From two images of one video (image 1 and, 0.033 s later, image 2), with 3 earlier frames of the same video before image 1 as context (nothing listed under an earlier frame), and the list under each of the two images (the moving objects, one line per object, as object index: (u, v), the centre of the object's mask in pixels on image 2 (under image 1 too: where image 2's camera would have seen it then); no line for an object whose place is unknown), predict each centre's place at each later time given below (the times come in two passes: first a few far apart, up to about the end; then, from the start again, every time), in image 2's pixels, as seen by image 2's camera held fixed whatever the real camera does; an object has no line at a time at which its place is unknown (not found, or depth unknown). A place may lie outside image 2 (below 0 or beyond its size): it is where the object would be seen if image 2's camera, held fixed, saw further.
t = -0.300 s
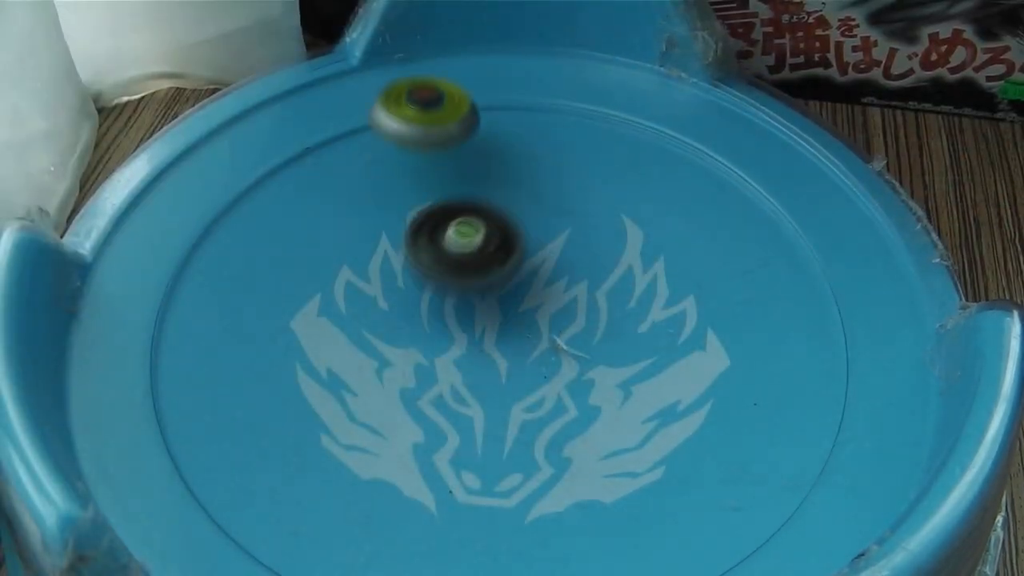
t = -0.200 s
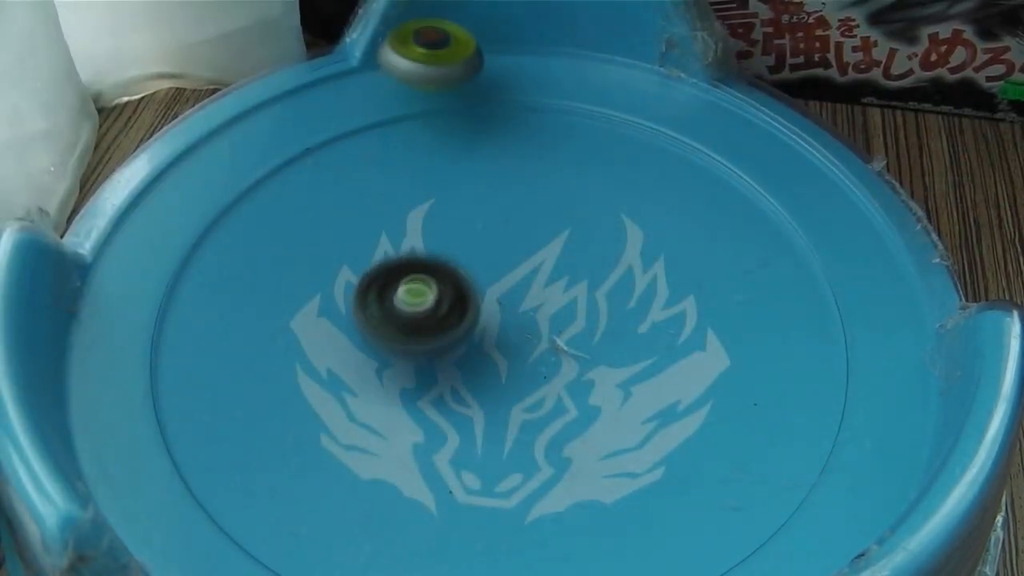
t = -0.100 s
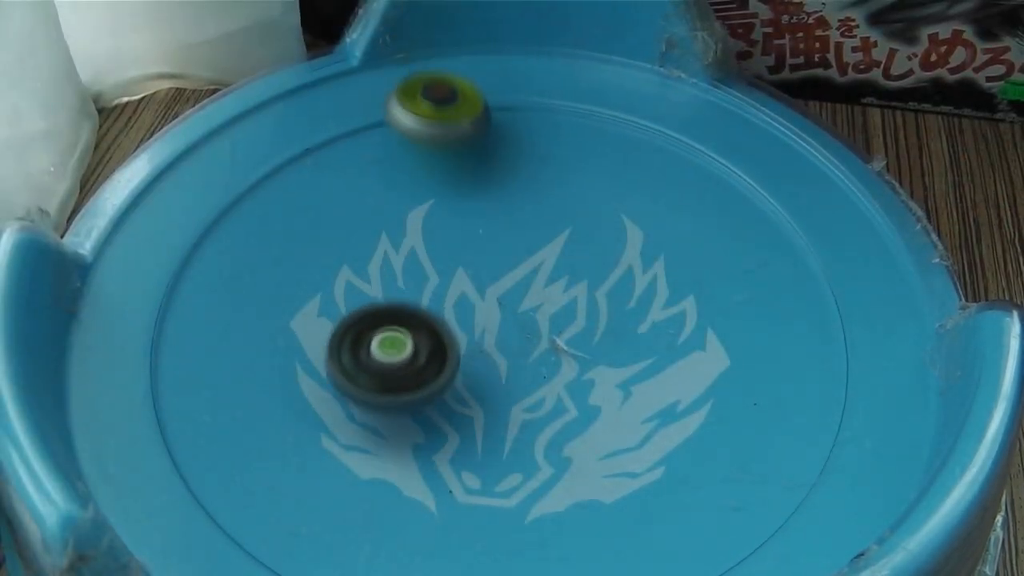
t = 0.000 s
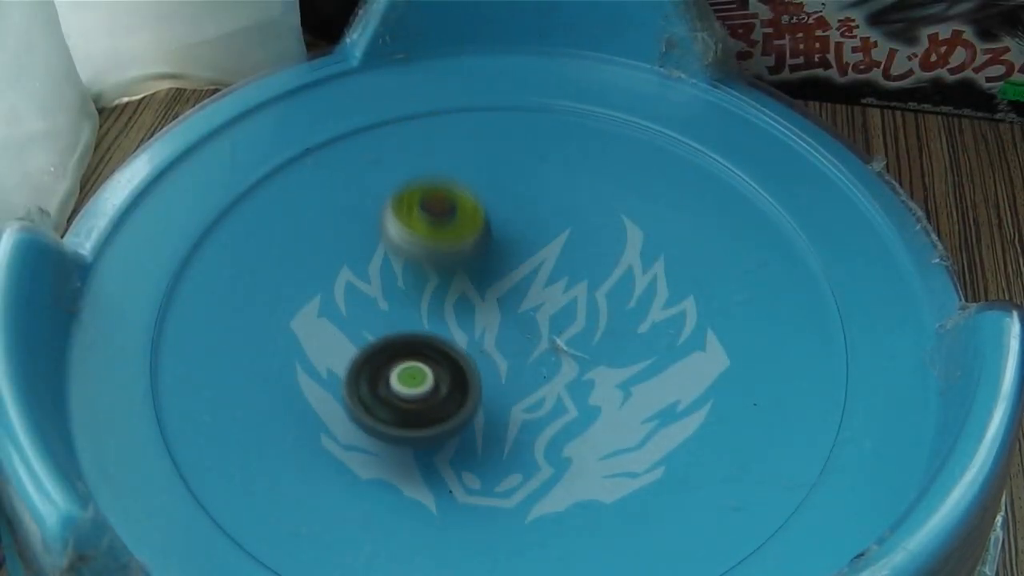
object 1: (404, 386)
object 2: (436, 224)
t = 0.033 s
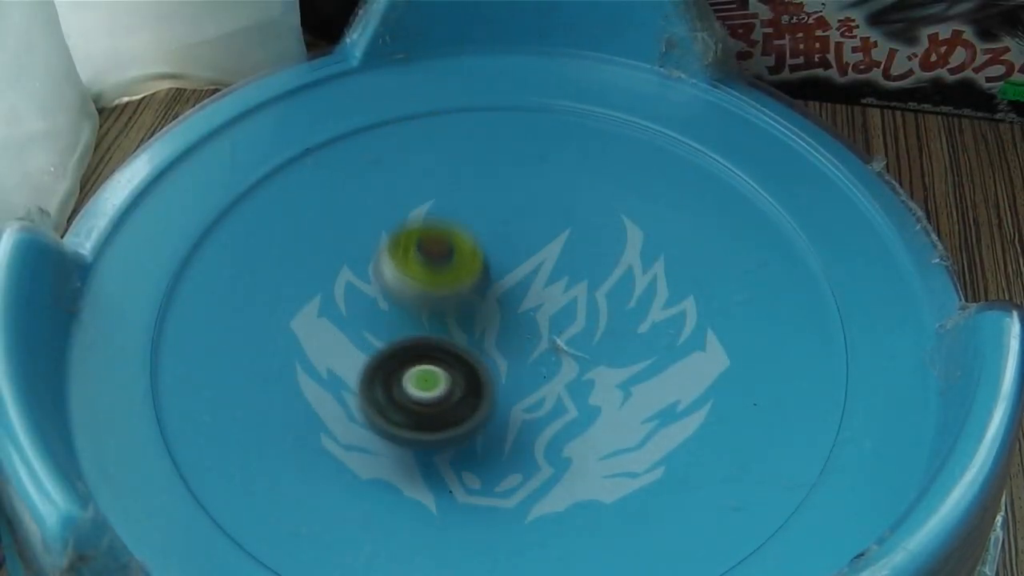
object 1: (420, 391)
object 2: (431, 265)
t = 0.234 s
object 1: (577, 557)
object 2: (428, 116)
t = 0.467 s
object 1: (736, 436)
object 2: (348, 179)
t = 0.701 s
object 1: (626, 223)
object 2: (347, 321)
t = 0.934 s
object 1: (337, 193)
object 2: (455, 326)
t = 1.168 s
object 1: (189, 411)
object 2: (530, 271)
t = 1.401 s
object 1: (469, 525)
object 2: (535, 218)
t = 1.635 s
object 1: (674, 356)
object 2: (502, 212)
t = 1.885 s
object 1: (678, 201)
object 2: (328, 235)
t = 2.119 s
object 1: (646, 199)
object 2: (165, 376)
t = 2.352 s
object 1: (465, 245)
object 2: (686, 536)
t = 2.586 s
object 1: (460, 359)
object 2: (820, 173)
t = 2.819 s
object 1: (611, 381)
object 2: (433, 216)
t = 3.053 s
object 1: (618, 297)
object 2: (181, 488)
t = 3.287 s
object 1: (498, 266)
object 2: (649, 528)
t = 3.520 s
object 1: (420, 373)
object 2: (776, 413)
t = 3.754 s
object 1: (542, 447)
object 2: (634, 277)
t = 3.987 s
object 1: (638, 350)
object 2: (268, 261)
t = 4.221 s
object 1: (513, 262)
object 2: (287, 509)
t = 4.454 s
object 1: (364, 300)
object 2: (540, 529)
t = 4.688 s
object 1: (366, 415)
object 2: (636, 296)
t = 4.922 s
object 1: (542, 416)
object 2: (356, 120)
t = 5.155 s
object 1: (563, 288)
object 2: (161, 328)
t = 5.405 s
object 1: (422, 229)
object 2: (366, 480)
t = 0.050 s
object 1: (428, 391)
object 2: (431, 289)
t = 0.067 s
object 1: (438, 422)
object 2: (431, 288)
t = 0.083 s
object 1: (446, 462)
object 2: (435, 263)
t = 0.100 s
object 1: (453, 498)
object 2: (437, 243)
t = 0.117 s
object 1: (464, 526)
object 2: (439, 223)
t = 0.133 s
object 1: (474, 524)
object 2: (440, 203)
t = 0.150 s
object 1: (491, 551)
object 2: (439, 184)
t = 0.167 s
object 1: (508, 550)
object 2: (439, 168)
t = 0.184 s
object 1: (525, 547)
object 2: (438, 155)
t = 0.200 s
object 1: (544, 547)
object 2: (435, 139)
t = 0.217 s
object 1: (560, 551)
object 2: (432, 127)
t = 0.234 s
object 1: (577, 557)
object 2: (428, 116)
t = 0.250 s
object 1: (591, 561)
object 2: (423, 108)
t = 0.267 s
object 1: (609, 554)
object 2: (417, 100)
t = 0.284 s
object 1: (627, 549)
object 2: (411, 93)
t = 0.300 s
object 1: (639, 546)
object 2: (404, 89)
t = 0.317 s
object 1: (657, 546)
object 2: (399, 90)
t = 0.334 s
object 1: (670, 535)
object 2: (393, 96)
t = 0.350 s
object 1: (689, 536)
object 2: (388, 105)
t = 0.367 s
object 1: (697, 531)
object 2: (383, 112)
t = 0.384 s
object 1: (711, 526)
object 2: (378, 122)
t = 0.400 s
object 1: (718, 511)
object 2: (372, 131)
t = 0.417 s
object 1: (724, 492)
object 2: (366, 143)
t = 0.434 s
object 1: (729, 476)
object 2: (360, 154)
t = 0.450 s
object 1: (733, 455)
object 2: (354, 165)
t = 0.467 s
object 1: (736, 436)
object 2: (348, 179)
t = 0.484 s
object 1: (740, 421)
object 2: (342, 193)
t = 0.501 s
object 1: (737, 400)
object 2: (337, 208)
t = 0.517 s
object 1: (736, 385)
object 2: (332, 221)
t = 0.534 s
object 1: (735, 367)
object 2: (328, 233)
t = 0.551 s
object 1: (727, 350)
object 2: (325, 246)
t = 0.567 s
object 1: (722, 335)
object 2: (323, 259)
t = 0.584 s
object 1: (714, 318)
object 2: (323, 271)
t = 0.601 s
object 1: (705, 304)
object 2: (323, 282)
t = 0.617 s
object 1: (695, 288)
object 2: (324, 290)
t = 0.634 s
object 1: (683, 274)
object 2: (327, 299)
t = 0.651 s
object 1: (670, 260)
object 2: (331, 306)
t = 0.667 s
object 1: (658, 247)
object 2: (335, 312)
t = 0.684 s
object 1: (643, 233)
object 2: (341, 317)
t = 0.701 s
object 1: (626, 223)
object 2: (347, 321)
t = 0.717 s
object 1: (607, 211)
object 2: (354, 323)
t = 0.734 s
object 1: (589, 201)
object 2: (360, 327)
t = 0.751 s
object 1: (570, 194)
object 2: (368, 328)
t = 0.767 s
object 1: (551, 189)
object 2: (375, 330)
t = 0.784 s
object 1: (530, 182)
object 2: (383, 331)
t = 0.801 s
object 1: (510, 179)
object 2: (391, 332)
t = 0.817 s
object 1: (489, 176)
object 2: (399, 332)
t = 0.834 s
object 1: (466, 172)
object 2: (406, 332)
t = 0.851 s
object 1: (444, 172)
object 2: (415, 333)
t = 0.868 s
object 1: (422, 173)
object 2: (422, 331)
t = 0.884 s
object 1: (400, 176)
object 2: (431, 330)
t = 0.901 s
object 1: (378, 180)
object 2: (439, 329)
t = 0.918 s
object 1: (356, 184)
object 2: (447, 328)
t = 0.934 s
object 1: (337, 193)
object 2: (455, 326)
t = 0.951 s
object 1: (317, 201)
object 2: (463, 324)
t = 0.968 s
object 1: (297, 212)
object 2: (471, 322)
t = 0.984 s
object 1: (278, 223)
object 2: (478, 320)
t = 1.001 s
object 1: (261, 236)
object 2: (484, 317)
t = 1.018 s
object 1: (244, 250)
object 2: (489, 312)
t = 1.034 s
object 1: (230, 265)
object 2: (496, 309)
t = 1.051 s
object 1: (217, 282)
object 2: (502, 305)
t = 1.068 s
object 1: (207, 298)
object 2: (507, 301)
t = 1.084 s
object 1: (193, 317)
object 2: (512, 296)
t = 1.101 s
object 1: (188, 336)
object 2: (516, 292)
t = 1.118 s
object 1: (184, 355)
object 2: (520, 287)
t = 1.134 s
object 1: (183, 374)
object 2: (524, 282)
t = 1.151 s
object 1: (185, 391)
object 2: (526, 276)
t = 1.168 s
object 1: (189, 411)
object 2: (530, 271)
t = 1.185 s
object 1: (196, 427)
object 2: (533, 267)
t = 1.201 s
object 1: (207, 445)
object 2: (536, 263)
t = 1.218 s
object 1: (220, 463)
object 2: (537, 258)
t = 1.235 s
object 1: (235, 476)
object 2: (539, 254)
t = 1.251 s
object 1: (252, 490)
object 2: (540, 250)
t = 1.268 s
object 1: (271, 500)
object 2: (541, 245)
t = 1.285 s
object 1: (292, 511)
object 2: (541, 241)
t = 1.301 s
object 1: (316, 517)
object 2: (541, 237)
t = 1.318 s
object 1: (346, 521)
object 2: (541, 234)
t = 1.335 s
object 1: (372, 525)
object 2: (540, 230)
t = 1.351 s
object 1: (397, 526)
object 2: (539, 226)
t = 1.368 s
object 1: (422, 527)
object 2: (538, 223)
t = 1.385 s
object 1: (447, 526)
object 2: (537, 221)
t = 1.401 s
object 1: (469, 525)
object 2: (535, 218)
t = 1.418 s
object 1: (493, 522)
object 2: (533, 216)
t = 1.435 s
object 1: (516, 516)
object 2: (530, 214)
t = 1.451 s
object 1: (538, 509)
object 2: (529, 212)
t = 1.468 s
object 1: (560, 499)
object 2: (526, 211)
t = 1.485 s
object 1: (583, 489)
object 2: (524, 210)
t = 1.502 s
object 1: (601, 476)
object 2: (521, 210)
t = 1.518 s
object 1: (618, 463)
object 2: (518, 209)
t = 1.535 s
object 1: (632, 448)
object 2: (517, 208)
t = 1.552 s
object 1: (645, 433)
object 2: (514, 208)
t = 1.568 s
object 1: (655, 417)
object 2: (512, 209)
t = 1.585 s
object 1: (662, 402)
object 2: (509, 209)
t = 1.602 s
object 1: (669, 386)
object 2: (507, 210)
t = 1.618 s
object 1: (672, 371)
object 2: (504, 211)
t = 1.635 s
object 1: (674, 356)
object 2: (502, 212)
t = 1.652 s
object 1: (672, 340)
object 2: (499, 214)
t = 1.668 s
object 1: (670, 326)
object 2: (496, 217)
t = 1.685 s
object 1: (666, 312)
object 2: (493, 218)
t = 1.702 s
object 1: (660, 299)
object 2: (491, 222)
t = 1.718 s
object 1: (653, 286)
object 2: (490, 223)
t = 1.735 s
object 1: (646, 274)
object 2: (488, 227)
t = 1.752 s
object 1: (636, 261)
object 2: (486, 230)
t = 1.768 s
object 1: (625, 252)
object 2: (485, 234)
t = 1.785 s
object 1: (615, 241)
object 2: (484, 238)
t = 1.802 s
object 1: (604, 230)
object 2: (483, 242)
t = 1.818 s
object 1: (616, 220)
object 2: (458, 239)
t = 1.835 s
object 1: (637, 217)
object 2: (422, 233)
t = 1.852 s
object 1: (653, 209)
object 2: (389, 233)
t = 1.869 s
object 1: (667, 204)
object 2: (358, 236)
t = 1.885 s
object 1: (678, 201)
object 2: (328, 235)
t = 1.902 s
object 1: (688, 199)
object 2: (301, 240)
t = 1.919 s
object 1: (693, 194)
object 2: (275, 239)
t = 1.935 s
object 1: (700, 195)
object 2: (251, 244)
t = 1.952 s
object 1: (704, 193)
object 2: (230, 250)
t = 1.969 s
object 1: (706, 193)
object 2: (211, 258)
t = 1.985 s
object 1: (706, 193)
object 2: (194, 267)
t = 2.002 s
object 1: (705, 193)
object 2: (179, 281)
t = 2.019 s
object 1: (701, 192)
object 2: (168, 291)
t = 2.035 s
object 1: (696, 193)
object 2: (159, 302)
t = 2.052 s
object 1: (689, 193)
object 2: (152, 315)
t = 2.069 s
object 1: (681, 194)
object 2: (149, 329)
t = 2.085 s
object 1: (671, 195)
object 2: (151, 341)
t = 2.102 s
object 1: (659, 198)
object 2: (157, 358)
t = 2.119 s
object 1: (646, 199)
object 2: (165, 376)
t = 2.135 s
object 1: (633, 200)
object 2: (178, 397)
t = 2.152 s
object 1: (617, 200)
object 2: (195, 421)
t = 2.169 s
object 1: (602, 205)
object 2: (216, 438)
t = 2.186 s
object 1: (587, 207)
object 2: (241, 459)
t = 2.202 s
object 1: (572, 208)
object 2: (270, 480)
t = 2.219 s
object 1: (558, 212)
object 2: (304, 501)
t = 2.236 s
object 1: (543, 214)
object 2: (340, 516)
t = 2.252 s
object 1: (529, 217)
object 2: (384, 528)
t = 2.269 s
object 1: (517, 220)
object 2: (430, 536)
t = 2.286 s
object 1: (505, 224)
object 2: (480, 542)
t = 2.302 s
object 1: (493, 227)
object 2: (530, 546)
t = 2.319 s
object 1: (482, 232)
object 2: (584, 548)
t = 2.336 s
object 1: (472, 237)
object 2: (642, 548)
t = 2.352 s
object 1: (465, 245)
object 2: (686, 536)
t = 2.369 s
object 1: (456, 250)
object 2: (722, 521)
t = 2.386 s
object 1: (449, 257)
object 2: (755, 503)
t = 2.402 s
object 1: (444, 265)
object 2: (786, 481)
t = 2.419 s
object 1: (439, 273)
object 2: (818, 446)
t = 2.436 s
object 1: (437, 281)
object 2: (847, 421)
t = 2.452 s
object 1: (435, 290)
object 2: (874, 391)
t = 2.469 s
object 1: (434, 299)
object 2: (880, 356)
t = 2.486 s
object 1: (434, 309)
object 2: (876, 325)
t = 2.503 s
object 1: (435, 317)
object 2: (870, 299)
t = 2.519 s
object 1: (437, 327)
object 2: (860, 272)
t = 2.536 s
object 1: (441, 335)
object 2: (852, 242)
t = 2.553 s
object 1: (447, 344)
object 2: (843, 218)
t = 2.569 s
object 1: (453, 351)
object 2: (834, 198)
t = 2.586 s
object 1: (460, 359)
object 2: (820, 173)
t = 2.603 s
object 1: (468, 366)
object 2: (803, 153)
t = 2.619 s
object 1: (477, 373)
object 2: (786, 130)
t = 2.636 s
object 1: (487, 378)
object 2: (768, 113)
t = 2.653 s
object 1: (498, 382)
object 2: (746, 96)
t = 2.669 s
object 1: (509, 386)
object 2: (723, 81)
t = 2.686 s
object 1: (521, 389)
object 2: (698, 81)
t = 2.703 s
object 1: (531, 391)
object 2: (670, 90)
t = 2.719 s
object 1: (543, 392)
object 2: (639, 103)
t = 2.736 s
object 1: (559, 392)
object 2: (608, 122)
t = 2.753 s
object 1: (569, 391)
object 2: (577, 150)
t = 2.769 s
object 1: (581, 389)
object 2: (544, 167)
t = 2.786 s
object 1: (593, 388)
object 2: (508, 178)
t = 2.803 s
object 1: (602, 384)
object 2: (471, 191)
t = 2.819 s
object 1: (611, 381)
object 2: (433, 216)
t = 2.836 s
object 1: (619, 376)
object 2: (396, 235)
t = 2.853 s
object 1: (626, 372)
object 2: (364, 248)
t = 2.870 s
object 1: (630, 365)
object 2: (330, 269)
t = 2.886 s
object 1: (634, 362)
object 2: (297, 293)
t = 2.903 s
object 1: (634, 356)
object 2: (270, 307)
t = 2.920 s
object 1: (634, 350)
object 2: (244, 325)
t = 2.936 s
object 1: (633, 344)
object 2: (214, 352)
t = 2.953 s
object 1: (634, 338)
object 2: (193, 373)
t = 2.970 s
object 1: (632, 330)
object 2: (173, 391)
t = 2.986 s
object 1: (631, 323)
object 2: (155, 418)
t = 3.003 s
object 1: (628, 317)
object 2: (150, 432)
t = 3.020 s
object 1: (625, 310)
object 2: (148, 448)
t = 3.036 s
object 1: (622, 303)
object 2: (159, 462)
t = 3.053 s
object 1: (618, 297)
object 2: (181, 488)
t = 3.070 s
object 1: (613, 290)
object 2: (205, 506)
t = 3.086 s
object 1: (607, 284)
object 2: (228, 512)
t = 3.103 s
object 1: (600, 279)
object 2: (253, 520)
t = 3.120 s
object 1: (594, 274)
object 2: (282, 531)
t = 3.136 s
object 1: (587, 269)
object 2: (320, 536)
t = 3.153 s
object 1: (578, 266)
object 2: (358, 539)
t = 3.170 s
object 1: (569, 263)
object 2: (396, 541)
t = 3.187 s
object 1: (559, 261)
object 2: (435, 541)
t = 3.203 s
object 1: (549, 259)
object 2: (473, 541)
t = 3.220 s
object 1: (539, 258)
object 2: (512, 540)
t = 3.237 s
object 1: (528, 259)
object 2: (549, 538)
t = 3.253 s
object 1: (517, 260)
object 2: (584, 536)
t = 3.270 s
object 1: (507, 263)
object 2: (619, 532)
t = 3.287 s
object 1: (498, 266)
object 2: (649, 528)
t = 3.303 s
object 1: (485, 269)
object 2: (675, 522)
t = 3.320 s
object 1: (478, 274)
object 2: (698, 515)
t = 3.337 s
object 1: (468, 281)
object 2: (719, 505)
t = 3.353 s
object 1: (458, 287)
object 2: (734, 495)
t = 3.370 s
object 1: (450, 293)
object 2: (747, 485)
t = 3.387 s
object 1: (442, 301)
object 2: (757, 475)
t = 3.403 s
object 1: (436, 309)
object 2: (765, 466)
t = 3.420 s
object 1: (430, 318)
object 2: (770, 457)
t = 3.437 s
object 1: (425, 327)
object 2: (774, 449)
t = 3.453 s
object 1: (421, 336)
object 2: (777, 442)
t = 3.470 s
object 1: (419, 345)
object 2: (778, 435)
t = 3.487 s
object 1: (418, 355)
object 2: (778, 428)
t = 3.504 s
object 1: (418, 363)
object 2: (778, 421)
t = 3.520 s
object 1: (420, 373)
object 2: (776, 413)
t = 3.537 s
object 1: (421, 381)
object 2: (775, 406)
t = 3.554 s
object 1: (425, 389)
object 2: (773, 398)
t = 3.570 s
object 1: (430, 398)
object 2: (769, 389)
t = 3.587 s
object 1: (435, 405)
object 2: (762, 379)
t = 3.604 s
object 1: (442, 414)
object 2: (756, 371)
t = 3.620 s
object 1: (450, 421)
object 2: (748, 361)
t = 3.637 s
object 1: (459, 426)
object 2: (739, 351)
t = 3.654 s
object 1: (469, 432)
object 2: (727, 339)
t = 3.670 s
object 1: (480, 436)
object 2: (714, 327)
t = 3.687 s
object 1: (491, 440)
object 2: (701, 316)
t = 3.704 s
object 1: (503, 443)
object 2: (685, 304)
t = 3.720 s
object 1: (516, 447)
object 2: (670, 295)
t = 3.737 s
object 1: (528, 446)
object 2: (651, 285)
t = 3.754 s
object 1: (542, 447)
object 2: (634, 277)
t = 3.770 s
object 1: (555, 446)
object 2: (612, 266)
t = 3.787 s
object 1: (568, 443)
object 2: (589, 258)
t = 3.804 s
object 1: (578, 439)
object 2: (565, 251)
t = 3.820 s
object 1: (590, 433)
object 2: (540, 245)
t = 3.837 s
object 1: (601, 428)
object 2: (513, 241)
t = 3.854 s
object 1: (612, 423)
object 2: (484, 236)
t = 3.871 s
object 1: (619, 414)
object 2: (458, 235)
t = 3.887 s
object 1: (626, 405)
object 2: (429, 234)
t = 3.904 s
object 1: (633, 398)
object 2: (400, 235)
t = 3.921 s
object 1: (637, 388)
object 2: (371, 237)
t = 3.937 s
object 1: (638, 378)
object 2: (346, 240)
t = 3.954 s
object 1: (639, 368)
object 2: (320, 245)
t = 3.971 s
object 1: (638, 358)
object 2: (293, 253)
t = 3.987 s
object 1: (638, 350)
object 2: (268, 261)
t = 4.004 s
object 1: (634, 339)
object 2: (245, 269)
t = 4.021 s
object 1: (630, 330)
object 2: (223, 282)
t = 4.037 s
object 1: (626, 322)
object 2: (202, 296)
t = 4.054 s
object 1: (619, 314)
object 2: (183, 312)
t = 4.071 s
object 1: (611, 305)
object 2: (165, 329)
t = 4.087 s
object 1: (603, 298)
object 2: (152, 349)
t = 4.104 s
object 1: (593, 291)
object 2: (159, 364)
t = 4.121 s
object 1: (583, 284)
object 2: (173, 384)
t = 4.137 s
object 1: (572, 278)
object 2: (189, 411)
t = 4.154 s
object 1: (560, 274)
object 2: (205, 430)
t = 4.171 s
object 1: (548, 270)
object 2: (225, 455)
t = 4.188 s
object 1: (537, 267)
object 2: (244, 472)
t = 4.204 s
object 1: (525, 264)
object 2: (265, 493)
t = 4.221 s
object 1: (513, 262)
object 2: (287, 509)
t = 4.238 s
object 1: (501, 261)
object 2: (310, 521)
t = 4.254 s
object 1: (489, 261)
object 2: (334, 529)
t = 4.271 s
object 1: (476, 261)
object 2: (358, 534)
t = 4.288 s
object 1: (464, 261)
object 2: (381, 538)
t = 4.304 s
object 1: (453, 263)
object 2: (403, 541)
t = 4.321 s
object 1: (442, 264)
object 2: (424, 542)
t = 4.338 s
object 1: (431, 268)
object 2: (442, 542)
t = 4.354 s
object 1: (420, 270)
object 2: (459, 542)
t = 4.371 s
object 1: (411, 274)
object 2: (474, 542)
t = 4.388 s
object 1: (398, 278)
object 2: (488, 540)
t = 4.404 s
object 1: (389, 282)
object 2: (501, 539)
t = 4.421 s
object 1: (380, 287)
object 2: (514, 536)
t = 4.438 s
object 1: (372, 294)
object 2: (527, 533)
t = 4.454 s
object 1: (364, 300)
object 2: (540, 529)
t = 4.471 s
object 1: (357, 307)
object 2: (553, 524)
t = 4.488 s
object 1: (350, 315)
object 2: (566, 517)
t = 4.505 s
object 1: (346, 323)
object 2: (579, 503)
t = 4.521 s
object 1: (342, 330)
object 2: (593, 490)
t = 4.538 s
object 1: (338, 339)
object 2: (607, 474)
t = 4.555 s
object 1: (337, 349)
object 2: (618, 458)
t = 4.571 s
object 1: (336, 357)
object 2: (628, 440)
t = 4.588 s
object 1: (336, 365)
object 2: (636, 420)
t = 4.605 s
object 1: (338, 374)
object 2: (641, 399)
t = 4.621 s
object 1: (340, 383)
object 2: (646, 377)
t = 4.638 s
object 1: (345, 391)
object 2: (647, 357)
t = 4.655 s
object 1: (351, 400)
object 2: (646, 335)
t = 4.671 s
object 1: (358, 408)
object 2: (642, 316)
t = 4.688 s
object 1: (366, 415)
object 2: (636, 296)
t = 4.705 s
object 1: (375, 421)
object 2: (623, 273)
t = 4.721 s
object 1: (385, 428)
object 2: (609, 252)
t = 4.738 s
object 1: (396, 433)
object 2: (594, 233)
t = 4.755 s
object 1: (409, 438)
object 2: (580, 216)
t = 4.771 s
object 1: (422, 441)
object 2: (563, 200)
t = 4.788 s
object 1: (435, 442)
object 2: (542, 183)
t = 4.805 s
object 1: (449, 443)
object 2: (522, 169)
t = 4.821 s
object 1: (464, 442)
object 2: (500, 157)
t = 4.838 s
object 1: (479, 441)
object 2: (479, 147)
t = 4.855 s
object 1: (491, 437)
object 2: (456, 138)
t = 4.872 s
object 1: (507, 434)
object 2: (431, 130)
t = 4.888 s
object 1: (520, 429)
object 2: (406, 125)
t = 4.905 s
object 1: (530, 422)
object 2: (381, 121)
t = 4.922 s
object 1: (542, 416)
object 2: (356, 120)
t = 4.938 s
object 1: (552, 407)
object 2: (330, 118)
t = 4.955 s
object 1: (560, 399)
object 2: (304, 121)
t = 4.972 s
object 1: (566, 389)
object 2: (287, 130)
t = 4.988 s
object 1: (571, 380)
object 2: (270, 148)
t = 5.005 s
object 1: (575, 370)
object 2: (255, 172)
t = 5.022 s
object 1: (579, 361)
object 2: (238, 186)
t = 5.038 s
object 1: (581, 351)
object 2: (223, 205)
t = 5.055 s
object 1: (581, 341)
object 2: (206, 228)
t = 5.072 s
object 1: (582, 332)
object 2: (194, 245)
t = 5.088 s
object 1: (579, 322)
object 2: (182, 265)
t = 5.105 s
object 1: (576, 313)
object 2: (173, 283)
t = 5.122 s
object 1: (573, 305)
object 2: (167, 296)
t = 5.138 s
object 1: (569, 296)
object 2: (163, 312)
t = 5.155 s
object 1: (563, 288)
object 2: (161, 328)
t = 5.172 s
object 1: (556, 280)
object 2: (160, 341)
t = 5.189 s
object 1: (549, 273)
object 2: (162, 354)
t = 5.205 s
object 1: (541, 266)
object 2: (166, 366)
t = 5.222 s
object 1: (533, 260)
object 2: (171, 380)
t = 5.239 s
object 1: (524, 253)
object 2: (179, 389)
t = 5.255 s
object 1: (515, 247)
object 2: (189, 402)
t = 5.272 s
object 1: (506, 243)
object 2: (200, 413)
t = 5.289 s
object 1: (495, 239)
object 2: (213, 422)
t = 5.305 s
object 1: (485, 235)
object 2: (227, 431)
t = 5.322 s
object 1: (475, 232)
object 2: (244, 443)
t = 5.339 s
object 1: (464, 230)
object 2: (263, 452)
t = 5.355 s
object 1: (453, 229)
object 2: (283, 460)
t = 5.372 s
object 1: (443, 229)
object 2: (307, 467)
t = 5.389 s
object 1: (432, 229)
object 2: (336, 474)
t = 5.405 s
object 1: (422, 229)
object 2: (366, 480)
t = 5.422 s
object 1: (411, 230)
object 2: (401, 485)
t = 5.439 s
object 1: (401, 232)
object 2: (437, 485)
